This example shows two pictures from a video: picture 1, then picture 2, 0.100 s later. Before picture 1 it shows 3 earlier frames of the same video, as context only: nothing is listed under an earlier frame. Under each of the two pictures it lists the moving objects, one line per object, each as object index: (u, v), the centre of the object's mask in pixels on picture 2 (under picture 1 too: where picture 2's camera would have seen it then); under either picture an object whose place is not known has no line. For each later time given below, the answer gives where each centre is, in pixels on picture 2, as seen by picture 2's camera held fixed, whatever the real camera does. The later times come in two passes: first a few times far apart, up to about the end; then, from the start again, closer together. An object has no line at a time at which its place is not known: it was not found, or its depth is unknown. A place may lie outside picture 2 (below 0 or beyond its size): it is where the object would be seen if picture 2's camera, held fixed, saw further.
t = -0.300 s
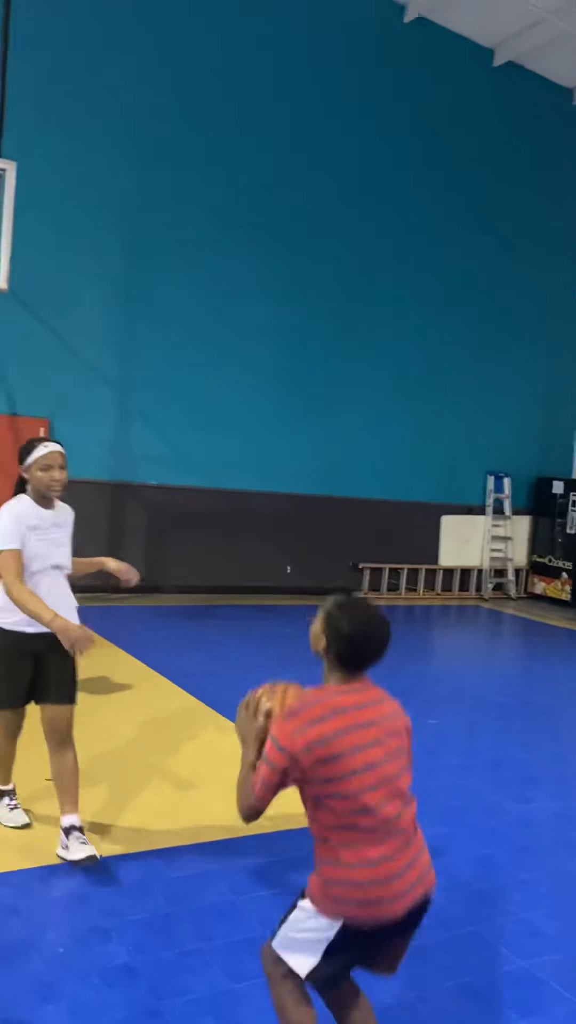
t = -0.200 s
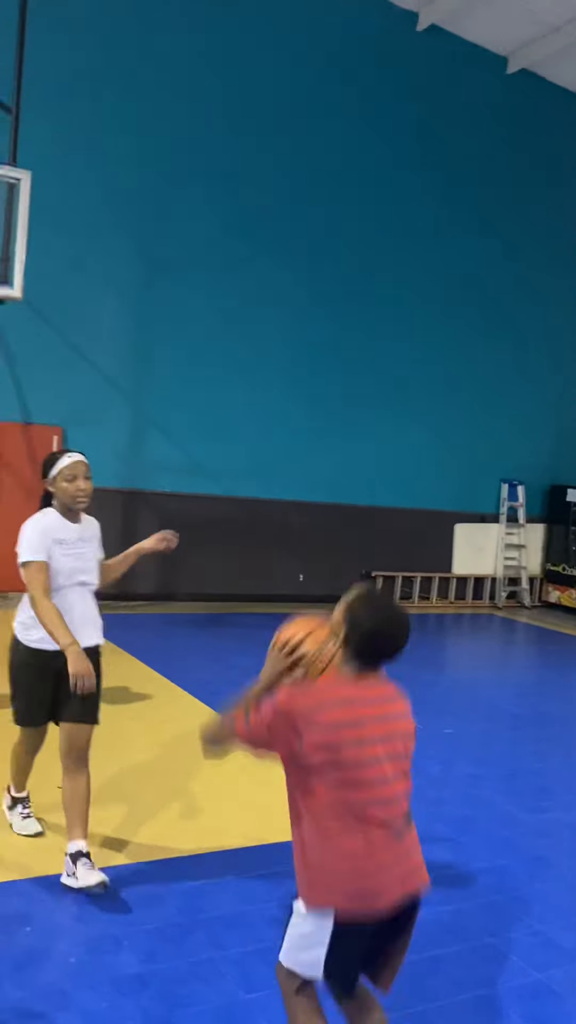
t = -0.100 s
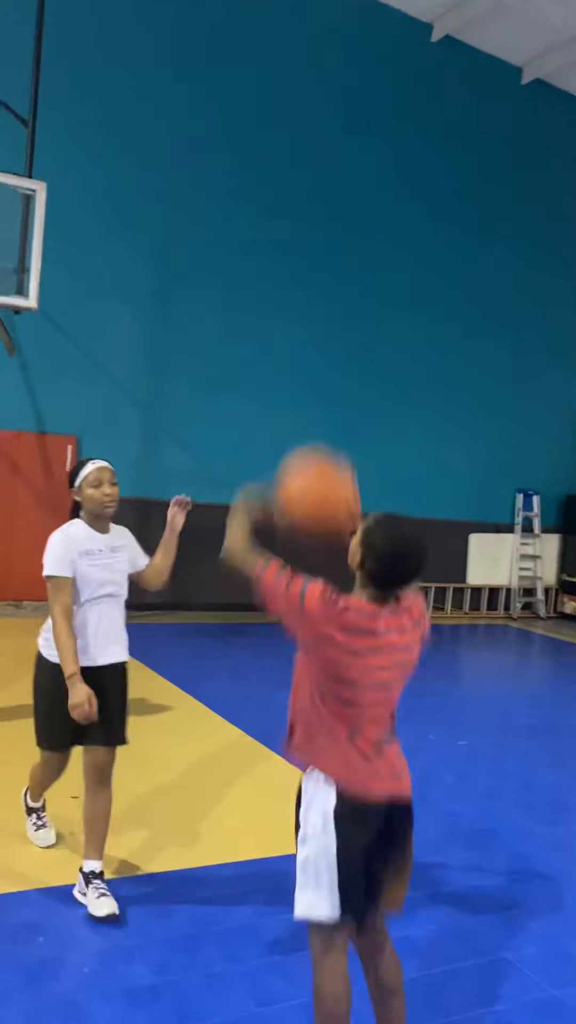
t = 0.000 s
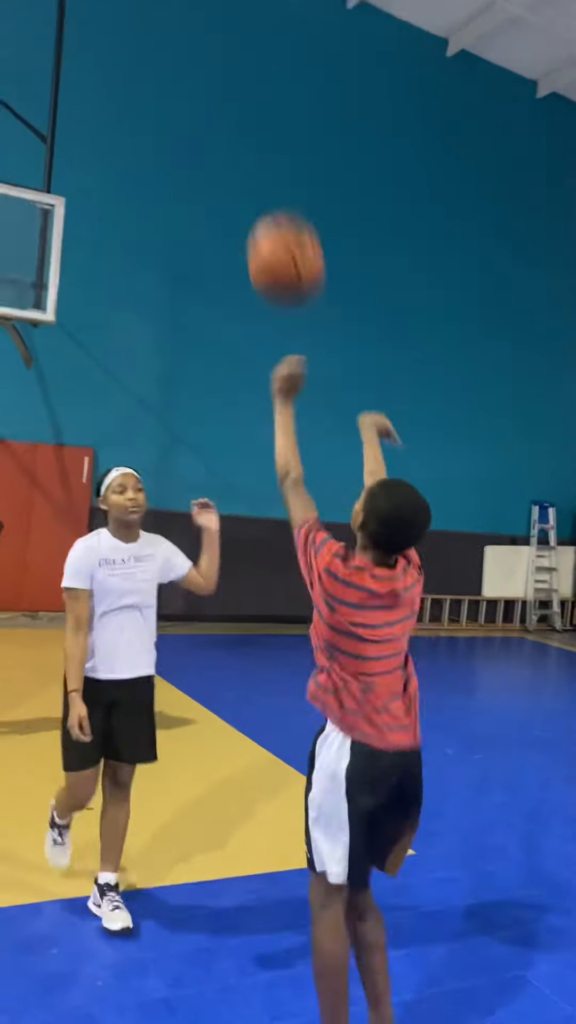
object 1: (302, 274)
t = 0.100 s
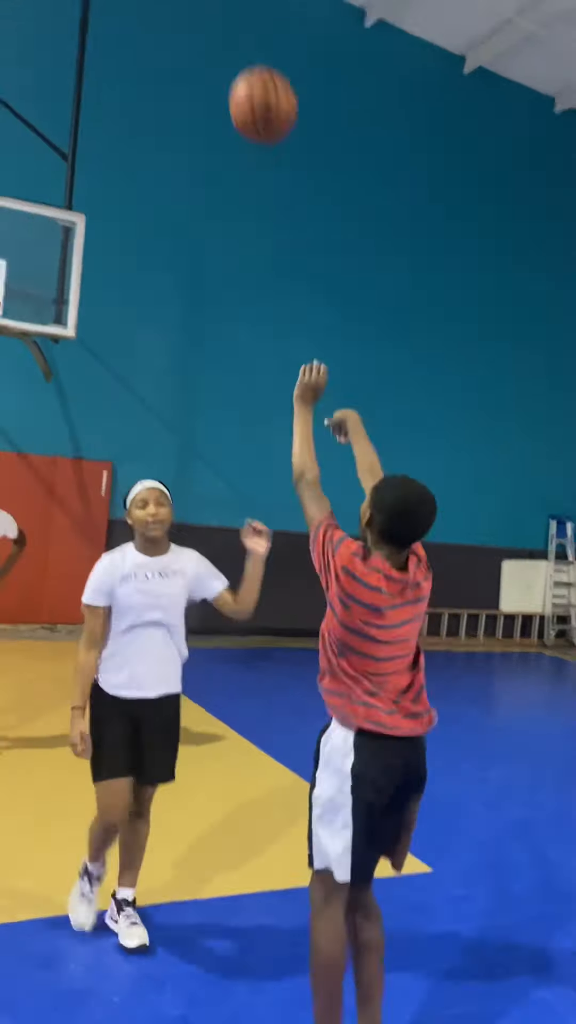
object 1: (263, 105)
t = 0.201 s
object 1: (229, 3)
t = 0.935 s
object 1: (60, 15)
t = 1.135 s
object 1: (26, 141)
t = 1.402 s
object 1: (4, 291)
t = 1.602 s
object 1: (51, 279)
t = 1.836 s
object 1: (107, 332)
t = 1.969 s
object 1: (141, 401)
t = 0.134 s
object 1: (251, 63)
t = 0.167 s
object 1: (240, 28)
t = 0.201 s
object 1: (229, 3)
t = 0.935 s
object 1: (60, 15)
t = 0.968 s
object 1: (54, 34)
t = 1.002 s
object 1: (48, 54)
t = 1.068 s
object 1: (37, 96)
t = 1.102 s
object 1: (30, 118)
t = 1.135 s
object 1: (26, 141)
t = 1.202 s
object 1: (15, 188)
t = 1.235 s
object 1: (9, 214)
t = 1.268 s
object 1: (4, 238)
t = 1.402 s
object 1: (4, 291)
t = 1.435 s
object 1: (13, 285)
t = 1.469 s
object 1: (20, 282)
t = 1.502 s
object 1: (27, 279)
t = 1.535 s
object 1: (35, 277)
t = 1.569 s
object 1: (43, 278)
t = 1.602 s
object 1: (51, 279)
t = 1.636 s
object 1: (58, 282)
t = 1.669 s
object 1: (66, 286)
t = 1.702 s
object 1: (75, 292)
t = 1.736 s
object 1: (83, 299)
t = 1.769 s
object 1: (91, 309)
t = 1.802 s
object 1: (99, 319)
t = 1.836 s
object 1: (107, 332)
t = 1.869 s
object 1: (117, 347)
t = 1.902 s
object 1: (124, 364)
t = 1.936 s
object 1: (132, 381)
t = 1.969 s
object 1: (141, 401)
